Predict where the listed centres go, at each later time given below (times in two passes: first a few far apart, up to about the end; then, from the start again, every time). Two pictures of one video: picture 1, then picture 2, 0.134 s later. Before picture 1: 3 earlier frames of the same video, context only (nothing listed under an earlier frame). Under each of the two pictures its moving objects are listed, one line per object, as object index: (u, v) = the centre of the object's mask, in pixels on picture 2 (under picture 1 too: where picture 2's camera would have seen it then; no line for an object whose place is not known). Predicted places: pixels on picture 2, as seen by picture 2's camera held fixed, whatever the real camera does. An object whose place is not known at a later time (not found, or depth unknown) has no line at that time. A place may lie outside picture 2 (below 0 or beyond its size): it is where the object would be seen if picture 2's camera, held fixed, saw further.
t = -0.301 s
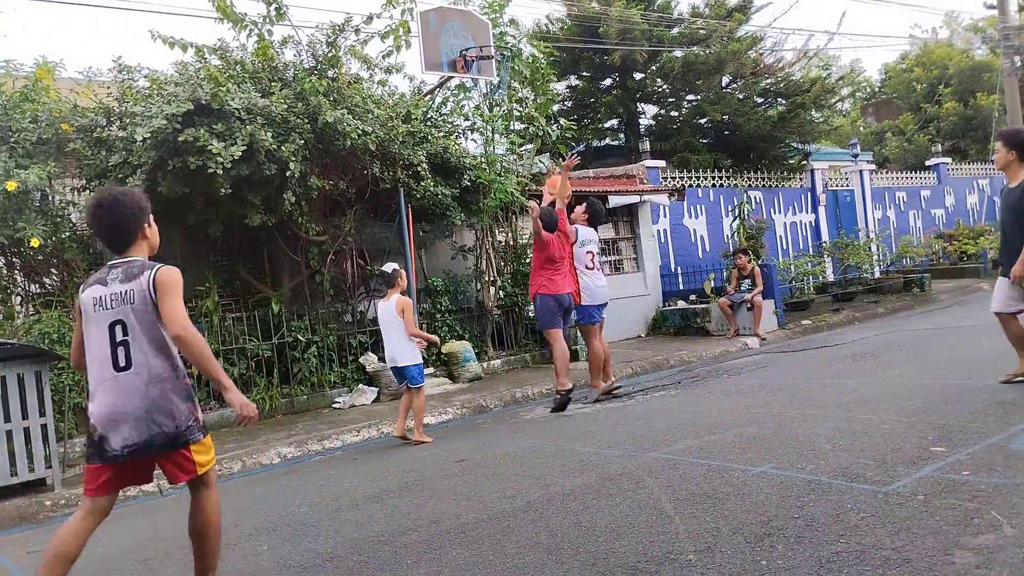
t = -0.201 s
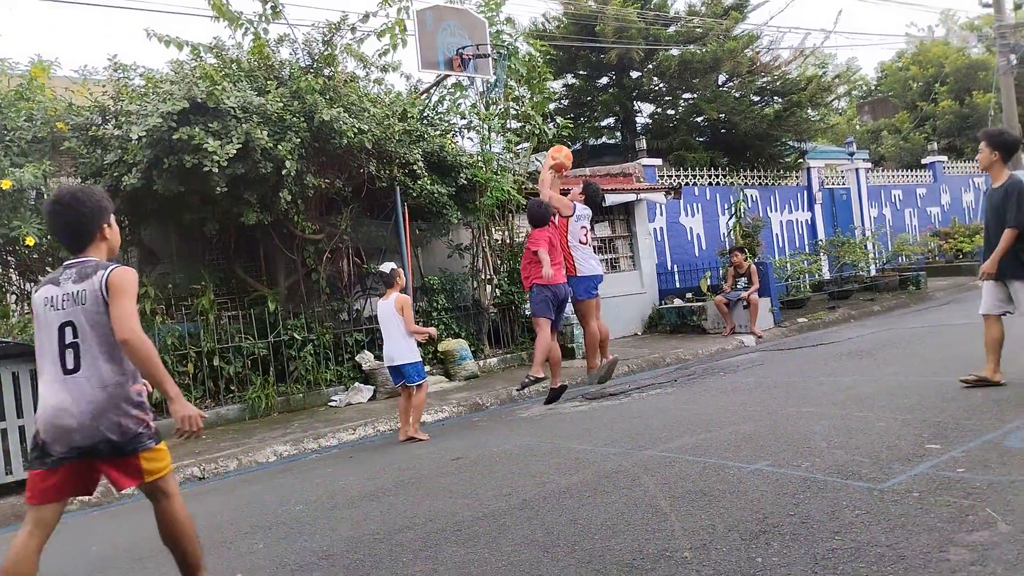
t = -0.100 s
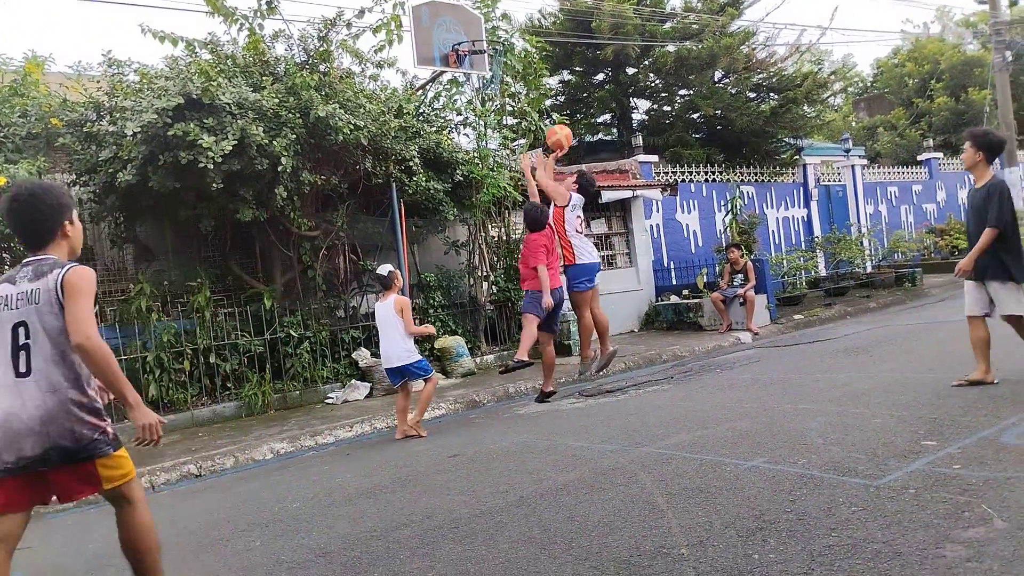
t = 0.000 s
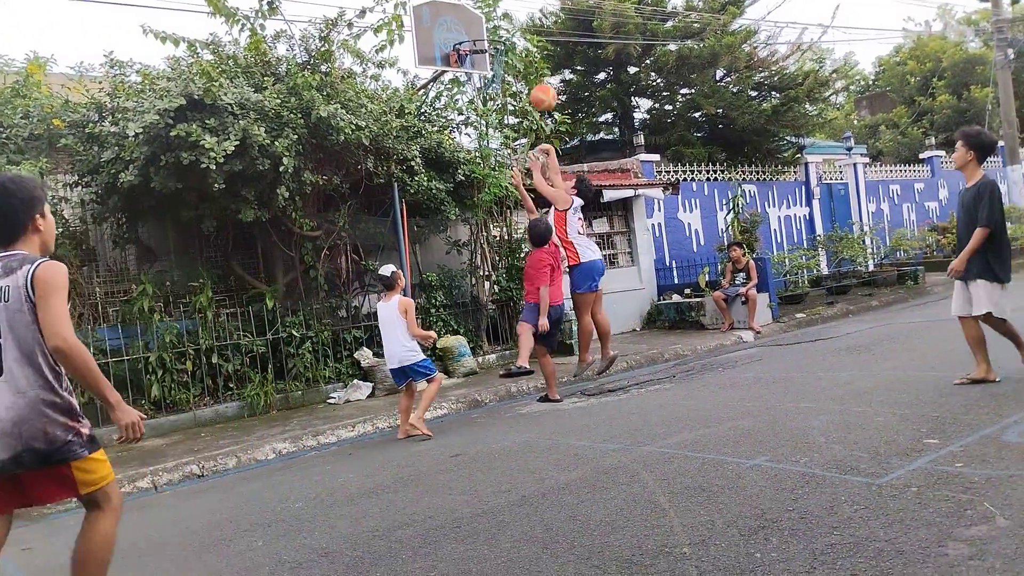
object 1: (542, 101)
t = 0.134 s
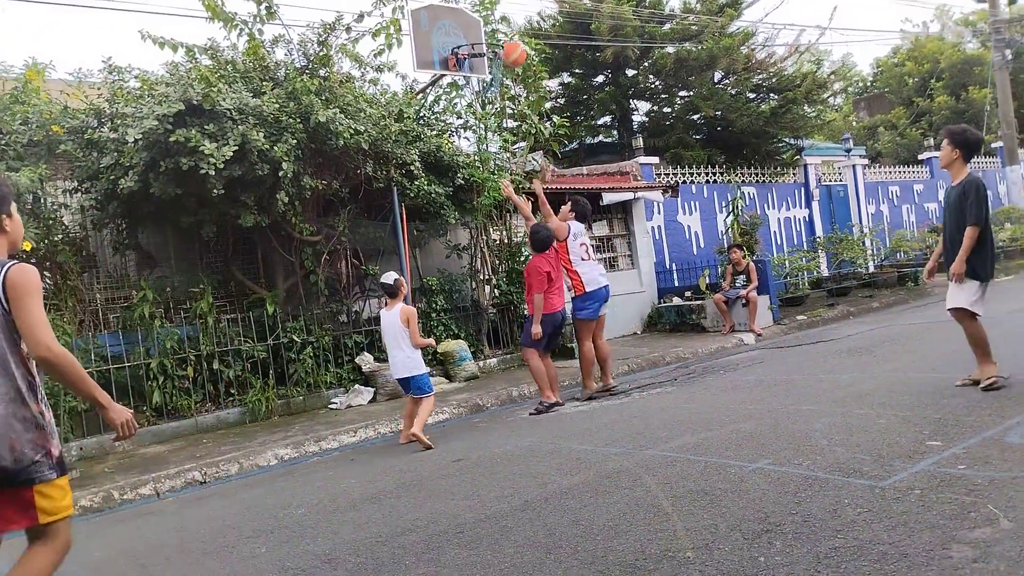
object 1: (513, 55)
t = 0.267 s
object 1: (485, 27)
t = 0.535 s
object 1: (445, 31)
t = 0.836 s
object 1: (424, 56)
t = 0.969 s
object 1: (417, 95)
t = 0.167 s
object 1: (507, 44)
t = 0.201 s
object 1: (500, 36)
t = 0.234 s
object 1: (492, 31)
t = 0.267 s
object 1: (485, 27)
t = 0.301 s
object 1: (478, 23)
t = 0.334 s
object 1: (472, 21)
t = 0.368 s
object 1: (465, 19)
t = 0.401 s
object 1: (458, 19)
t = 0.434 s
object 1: (451, 20)
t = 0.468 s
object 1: (447, 22)
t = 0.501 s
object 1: (446, 25)
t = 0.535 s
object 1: (445, 31)
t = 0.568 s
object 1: (444, 37)
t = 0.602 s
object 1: (444, 40)
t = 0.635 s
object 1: (440, 39)
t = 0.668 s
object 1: (437, 38)
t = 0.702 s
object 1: (434, 39)
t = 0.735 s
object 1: (431, 41)
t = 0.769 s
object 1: (429, 45)
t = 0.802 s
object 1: (426, 50)
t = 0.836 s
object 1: (424, 56)
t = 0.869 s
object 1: (422, 64)
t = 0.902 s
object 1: (421, 73)
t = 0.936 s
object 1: (419, 84)
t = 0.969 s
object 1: (417, 95)
